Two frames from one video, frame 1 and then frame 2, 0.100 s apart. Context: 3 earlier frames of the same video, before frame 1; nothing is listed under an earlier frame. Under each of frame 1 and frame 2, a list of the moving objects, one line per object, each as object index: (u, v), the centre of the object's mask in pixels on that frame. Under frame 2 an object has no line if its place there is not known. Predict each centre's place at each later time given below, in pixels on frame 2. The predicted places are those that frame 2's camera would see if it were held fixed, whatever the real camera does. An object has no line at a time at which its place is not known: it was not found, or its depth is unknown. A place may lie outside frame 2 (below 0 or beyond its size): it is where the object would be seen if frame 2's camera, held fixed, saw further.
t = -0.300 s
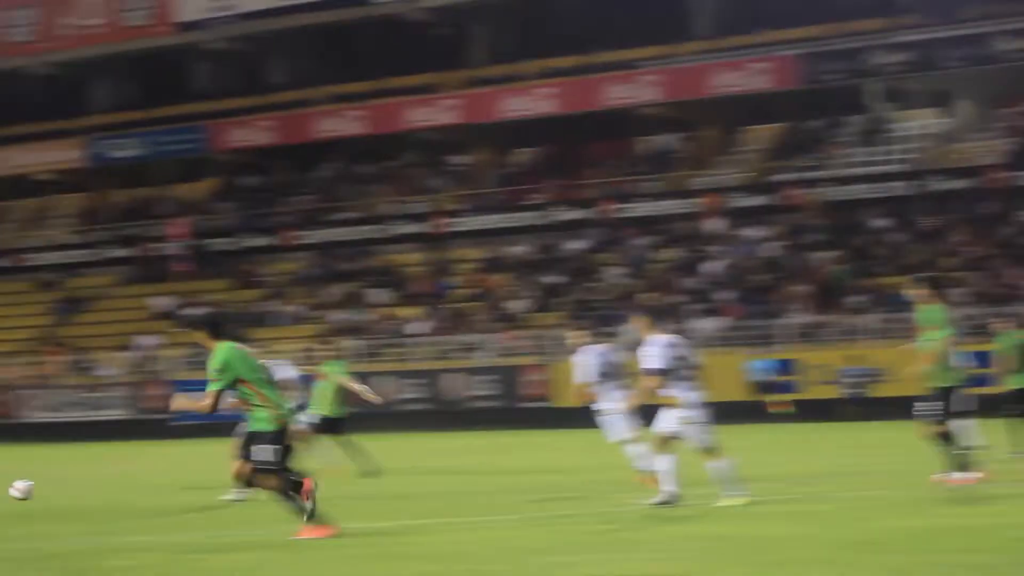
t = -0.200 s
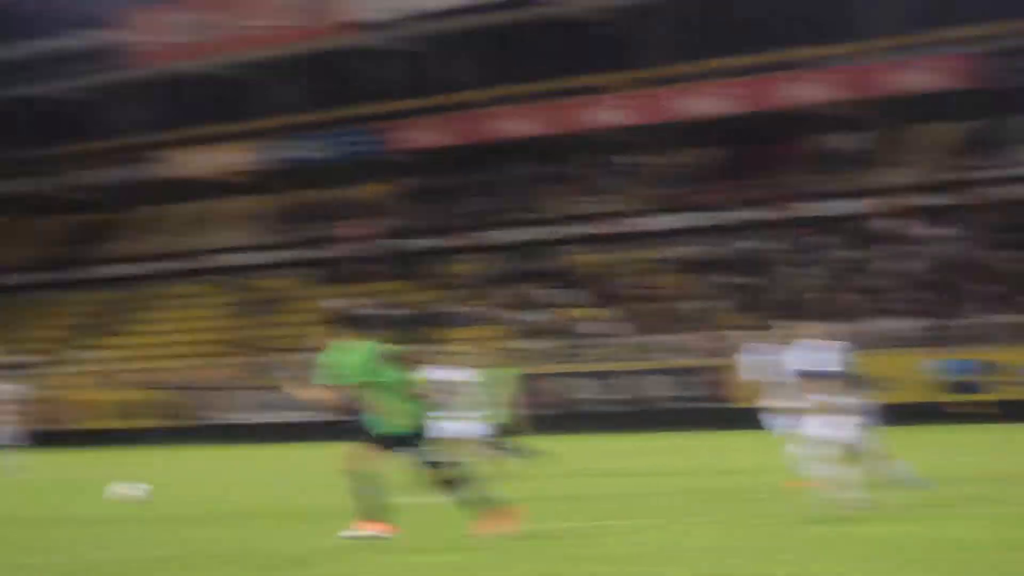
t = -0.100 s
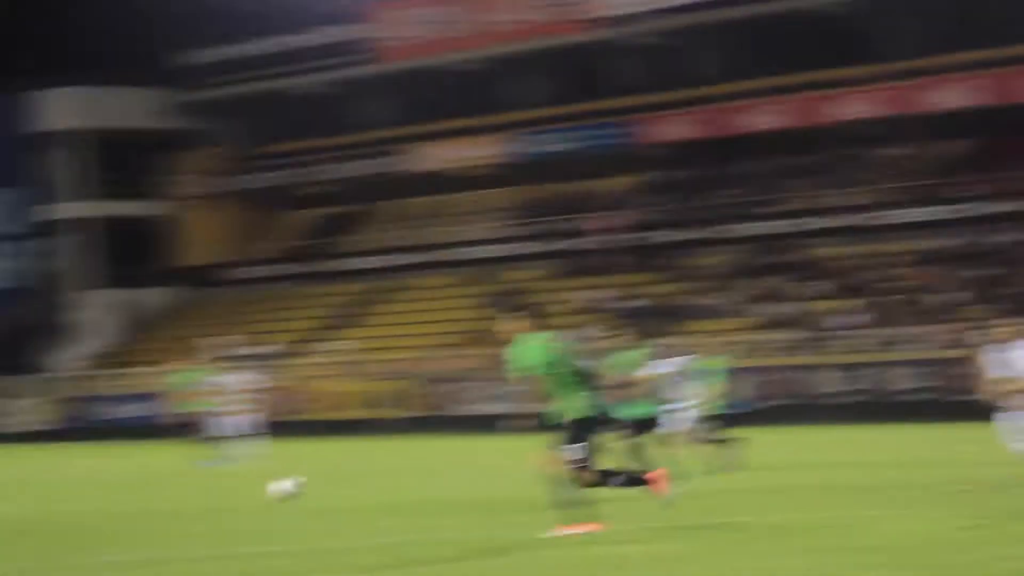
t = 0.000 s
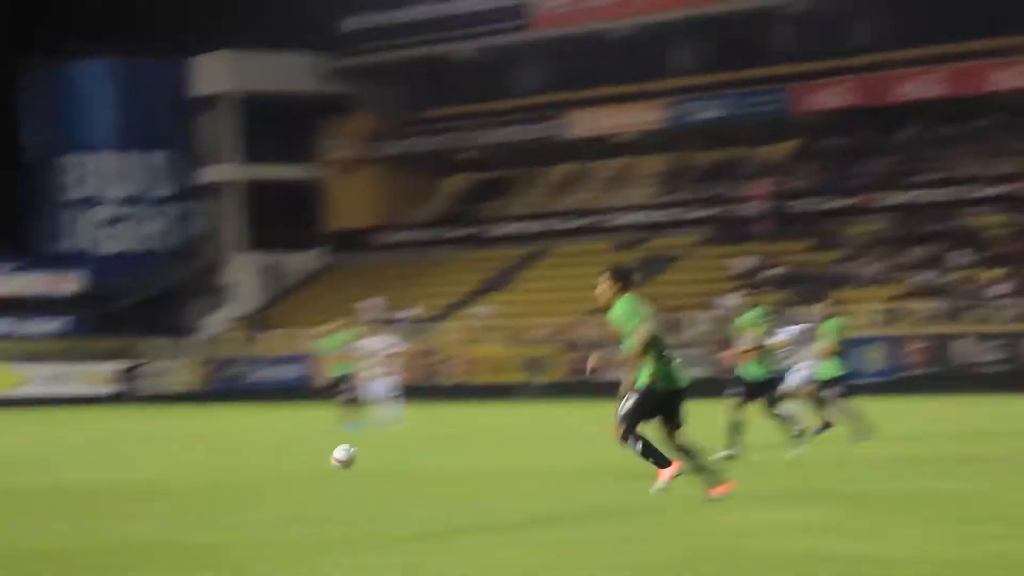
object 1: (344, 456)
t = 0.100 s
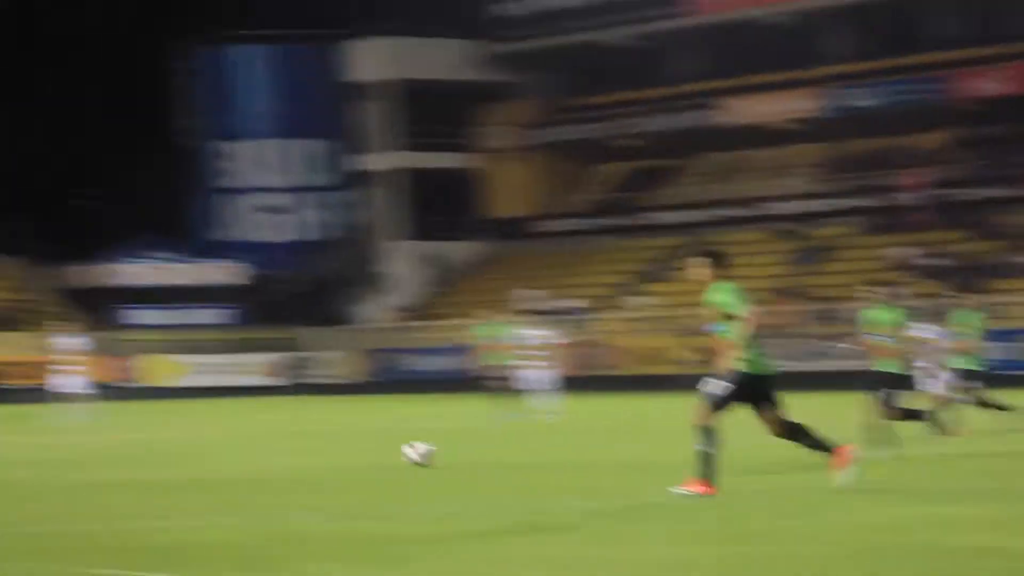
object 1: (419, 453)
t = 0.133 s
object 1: (395, 454)
